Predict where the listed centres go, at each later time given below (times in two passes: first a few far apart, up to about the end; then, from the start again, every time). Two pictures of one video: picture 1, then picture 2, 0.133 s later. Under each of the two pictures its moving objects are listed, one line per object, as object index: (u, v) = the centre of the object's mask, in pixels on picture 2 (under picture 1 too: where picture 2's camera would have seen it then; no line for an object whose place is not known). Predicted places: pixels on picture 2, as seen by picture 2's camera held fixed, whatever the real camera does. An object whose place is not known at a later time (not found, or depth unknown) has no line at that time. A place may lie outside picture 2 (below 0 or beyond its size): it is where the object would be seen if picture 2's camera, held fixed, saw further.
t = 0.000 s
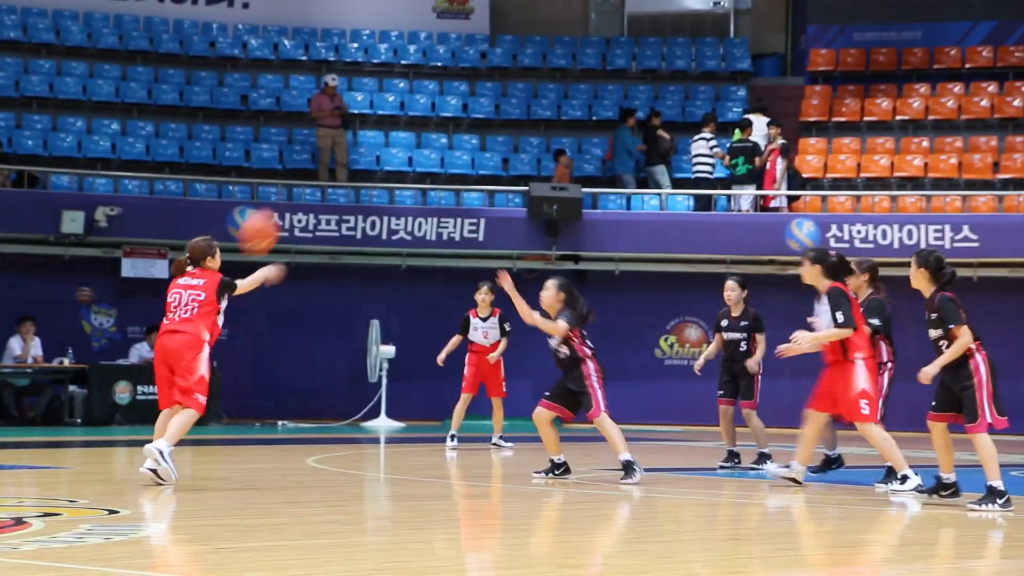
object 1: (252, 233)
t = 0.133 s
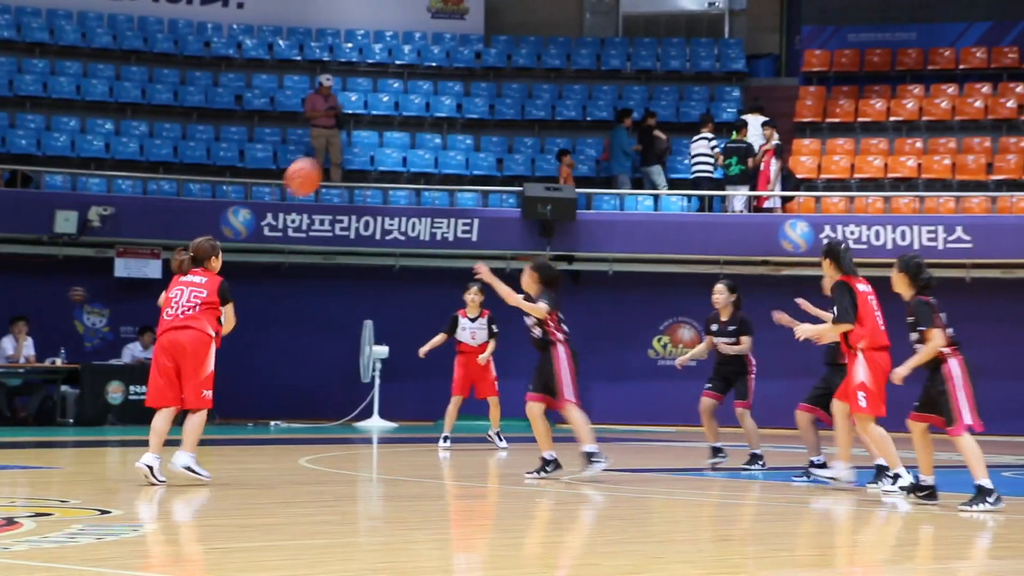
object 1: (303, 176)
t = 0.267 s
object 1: (344, 150)
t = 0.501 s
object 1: (402, 161)
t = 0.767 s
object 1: (454, 243)
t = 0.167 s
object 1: (314, 168)
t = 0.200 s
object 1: (325, 161)
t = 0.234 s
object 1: (334, 154)
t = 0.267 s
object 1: (344, 150)
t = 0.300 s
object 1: (353, 147)
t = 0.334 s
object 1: (362, 146)
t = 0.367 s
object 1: (371, 146)
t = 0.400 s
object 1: (379, 148)
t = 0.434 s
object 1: (387, 151)
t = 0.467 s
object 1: (395, 155)
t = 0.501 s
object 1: (402, 161)
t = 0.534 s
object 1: (410, 168)
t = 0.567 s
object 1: (417, 175)
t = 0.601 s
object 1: (423, 184)
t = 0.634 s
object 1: (430, 193)
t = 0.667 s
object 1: (437, 204)
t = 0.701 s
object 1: (442, 215)
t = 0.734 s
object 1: (448, 229)
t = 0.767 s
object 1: (454, 243)
